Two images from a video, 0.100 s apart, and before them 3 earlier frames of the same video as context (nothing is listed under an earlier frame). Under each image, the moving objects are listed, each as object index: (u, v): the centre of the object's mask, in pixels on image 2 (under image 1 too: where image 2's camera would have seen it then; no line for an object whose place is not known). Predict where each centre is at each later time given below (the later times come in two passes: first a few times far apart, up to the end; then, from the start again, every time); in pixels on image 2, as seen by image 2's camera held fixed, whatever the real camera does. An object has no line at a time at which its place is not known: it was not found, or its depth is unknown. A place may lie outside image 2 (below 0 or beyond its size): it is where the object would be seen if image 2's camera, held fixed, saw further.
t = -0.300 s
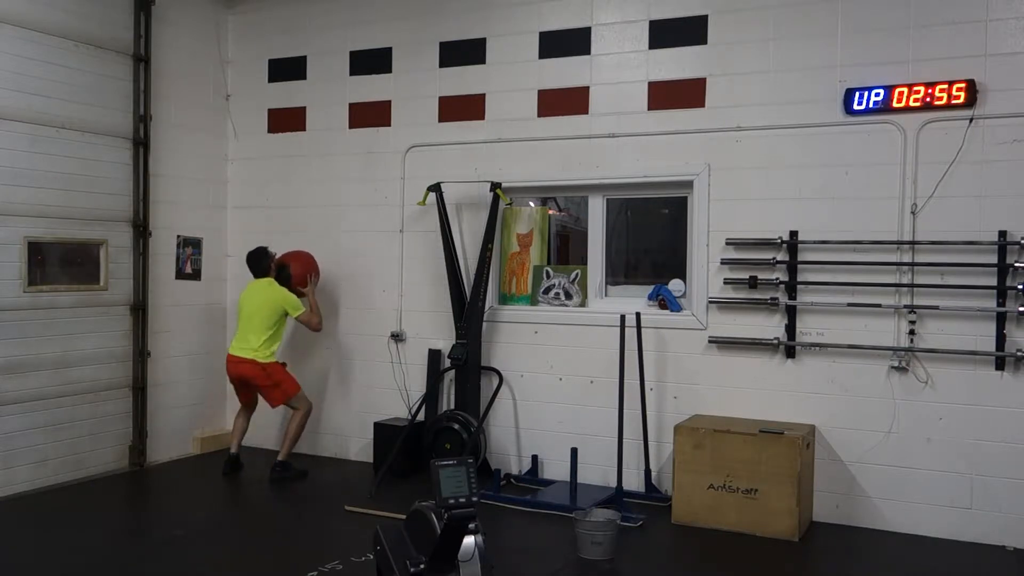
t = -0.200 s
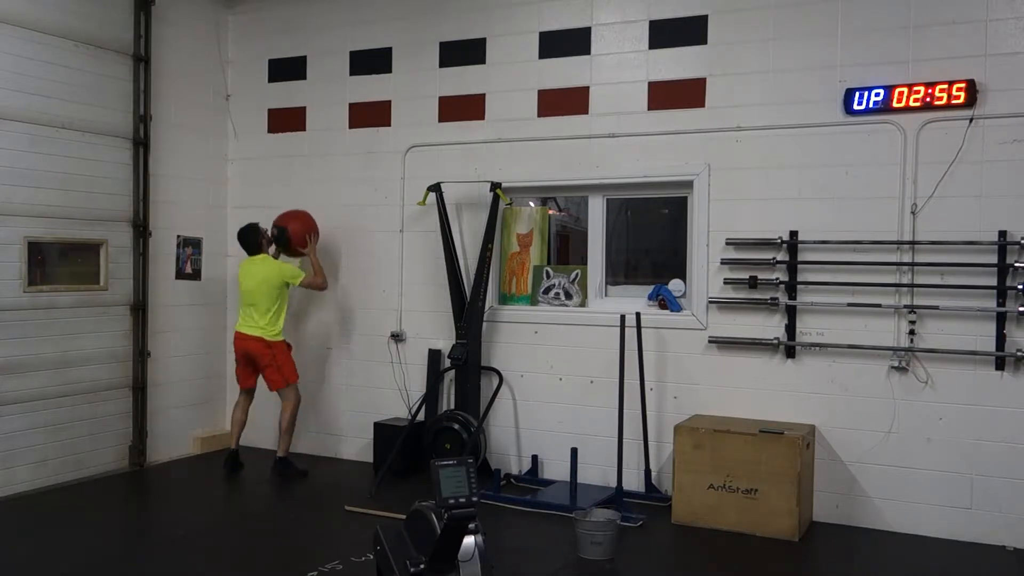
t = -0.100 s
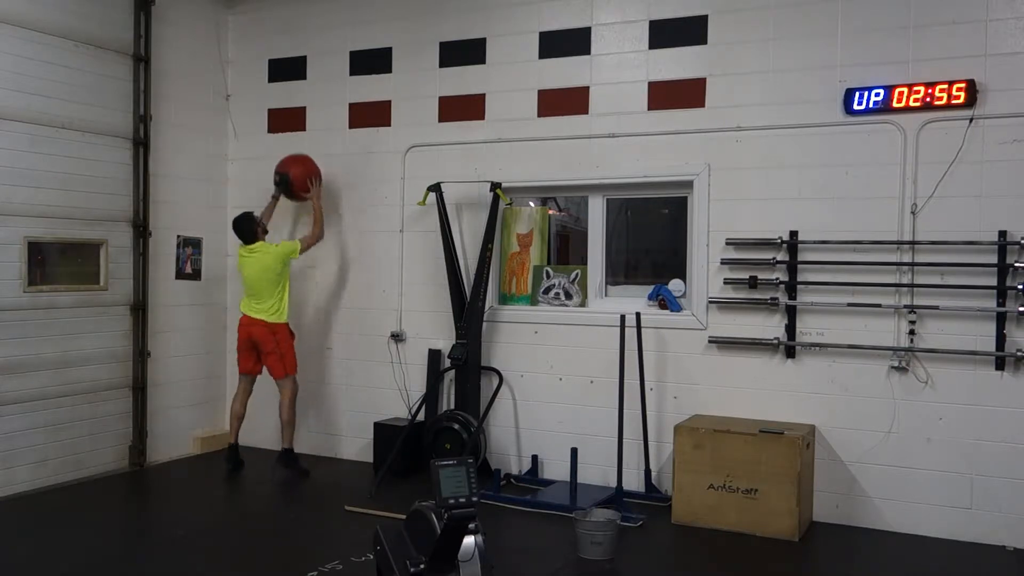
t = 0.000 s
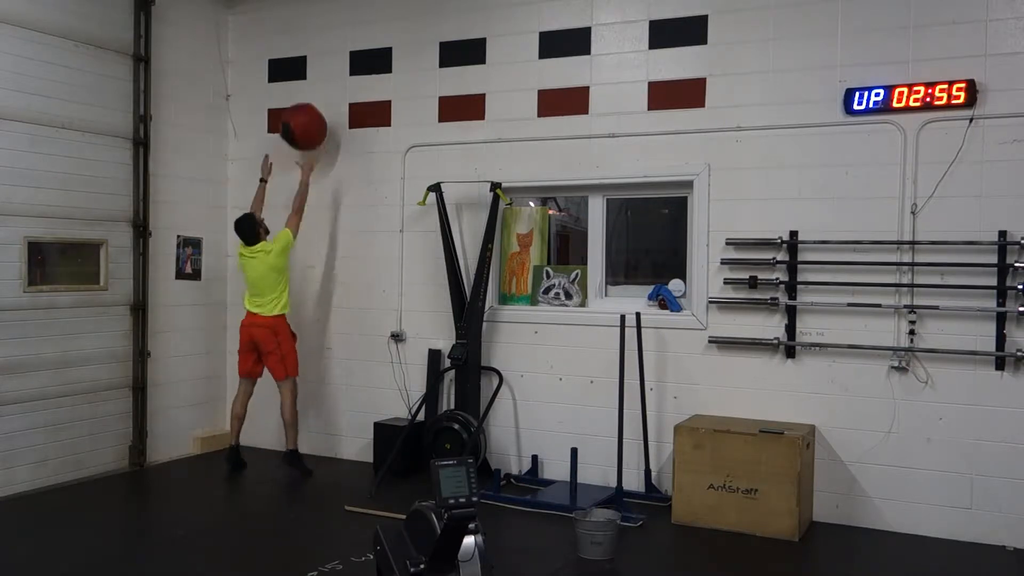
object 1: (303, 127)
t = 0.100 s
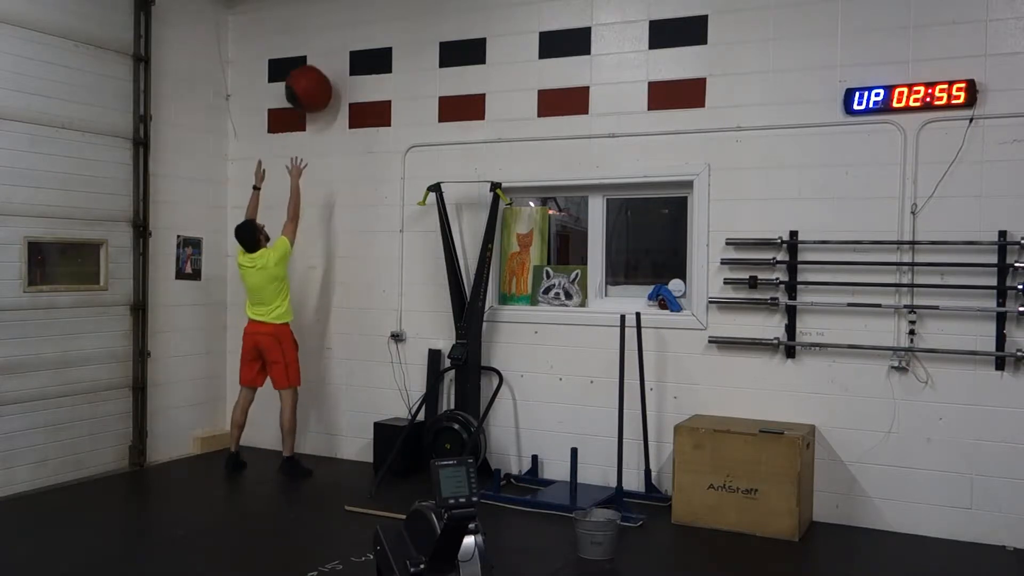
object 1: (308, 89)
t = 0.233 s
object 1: (314, 60)
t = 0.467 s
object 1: (306, 64)
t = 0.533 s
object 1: (303, 78)
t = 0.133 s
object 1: (310, 80)
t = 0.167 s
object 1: (312, 72)
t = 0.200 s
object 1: (313, 65)
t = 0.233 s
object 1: (314, 60)
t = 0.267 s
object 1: (313, 57)
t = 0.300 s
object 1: (311, 55)
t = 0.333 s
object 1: (310, 54)
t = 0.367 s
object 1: (309, 55)
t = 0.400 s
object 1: (308, 56)
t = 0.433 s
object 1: (307, 59)
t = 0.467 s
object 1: (306, 64)
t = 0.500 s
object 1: (305, 70)
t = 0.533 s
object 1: (303, 78)
